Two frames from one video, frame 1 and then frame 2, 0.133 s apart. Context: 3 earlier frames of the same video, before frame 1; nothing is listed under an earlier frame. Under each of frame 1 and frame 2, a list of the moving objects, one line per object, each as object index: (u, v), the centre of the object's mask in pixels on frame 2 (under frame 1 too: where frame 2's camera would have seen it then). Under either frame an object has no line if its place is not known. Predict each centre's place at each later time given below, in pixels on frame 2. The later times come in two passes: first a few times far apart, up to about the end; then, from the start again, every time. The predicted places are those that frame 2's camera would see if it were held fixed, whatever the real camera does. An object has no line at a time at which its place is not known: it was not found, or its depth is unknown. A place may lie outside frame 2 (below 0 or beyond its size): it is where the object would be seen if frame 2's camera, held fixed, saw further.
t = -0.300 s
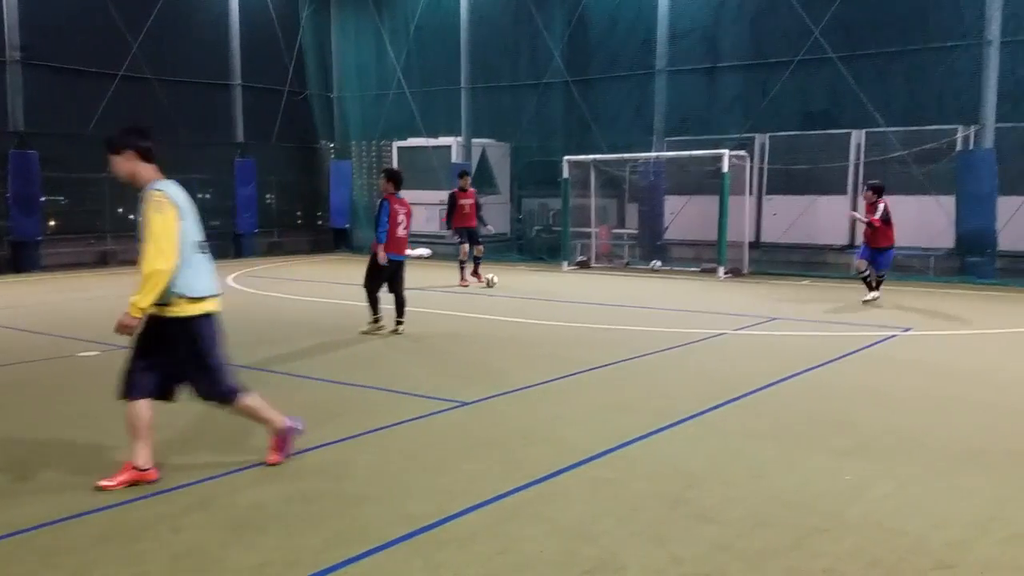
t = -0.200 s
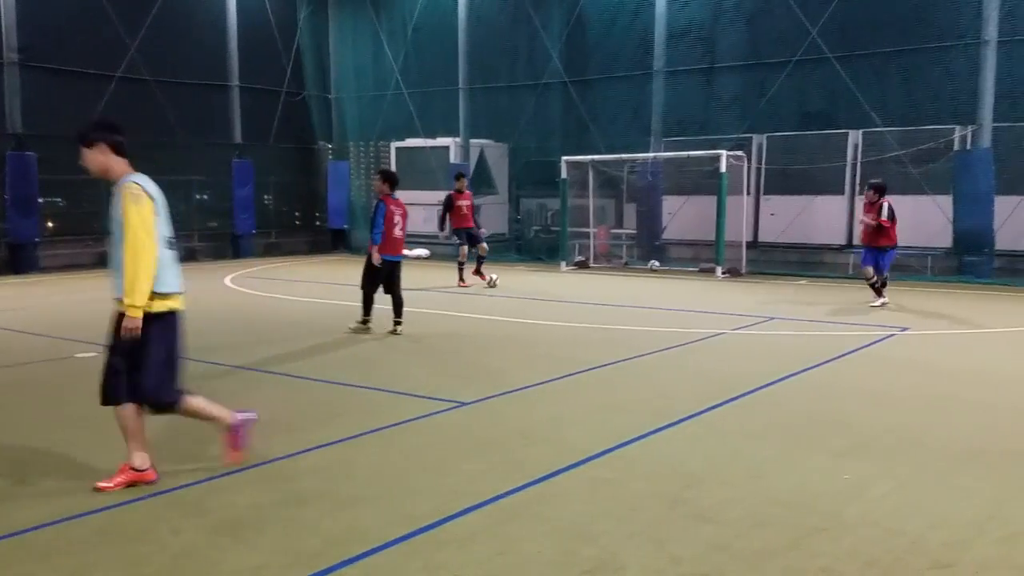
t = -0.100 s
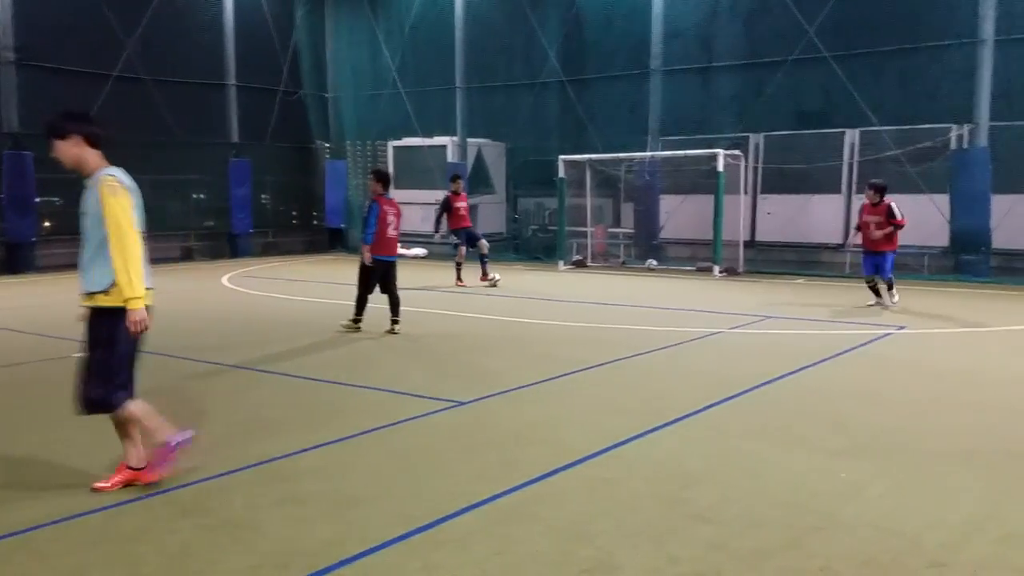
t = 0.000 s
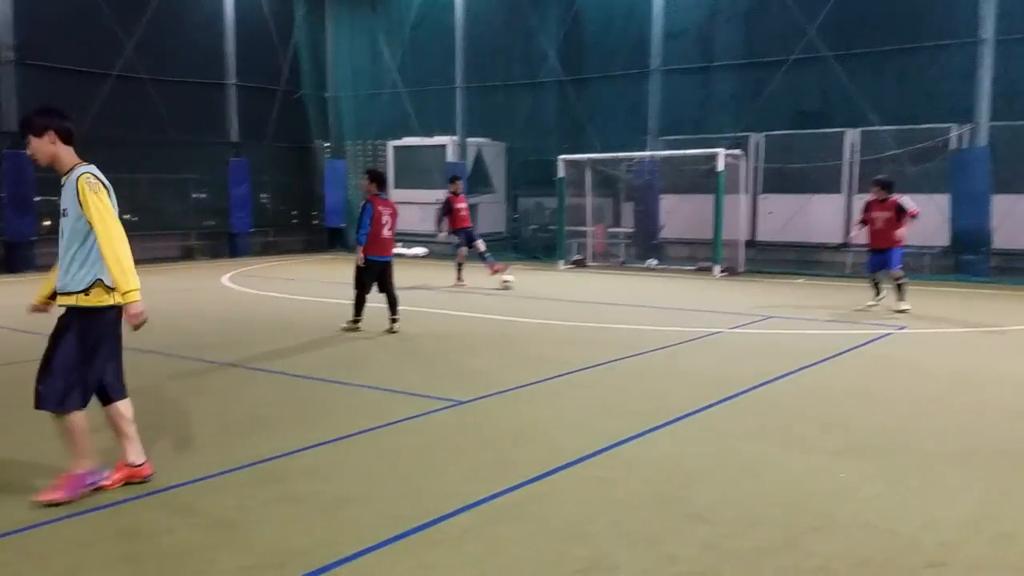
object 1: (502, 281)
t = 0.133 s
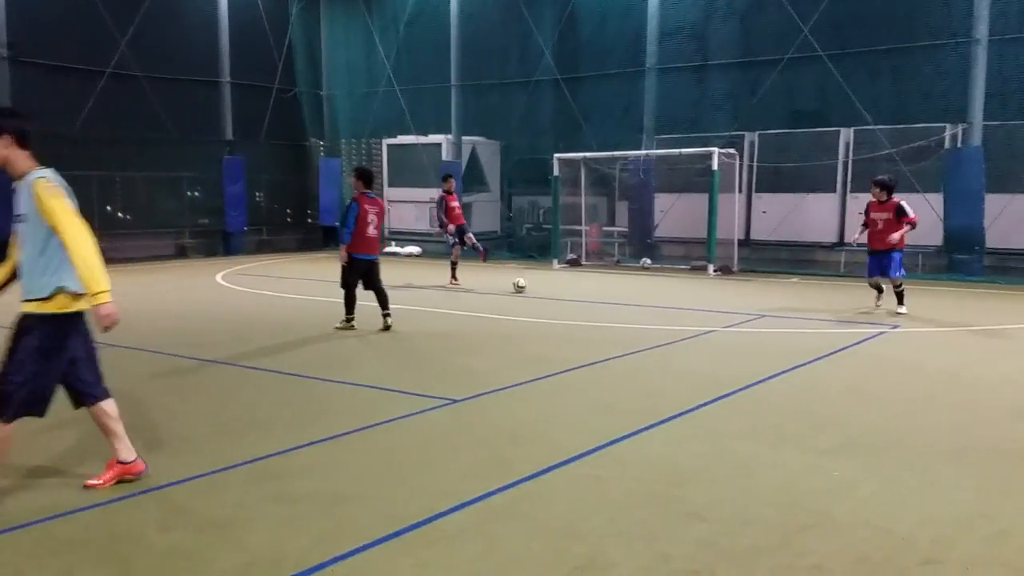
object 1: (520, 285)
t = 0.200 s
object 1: (530, 287)
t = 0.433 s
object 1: (564, 294)
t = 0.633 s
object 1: (592, 300)
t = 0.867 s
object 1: (621, 307)
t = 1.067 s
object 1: (646, 312)
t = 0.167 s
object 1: (525, 286)
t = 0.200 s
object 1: (530, 287)
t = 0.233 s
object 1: (534, 288)
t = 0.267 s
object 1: (539, 289)
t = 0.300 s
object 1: (544, 291)
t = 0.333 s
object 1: (549, 292)
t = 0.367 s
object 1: (554, 293)
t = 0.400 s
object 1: (559, 294)
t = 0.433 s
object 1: (564, 294)
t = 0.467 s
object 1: (569, 296)
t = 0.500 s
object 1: (574, 296)
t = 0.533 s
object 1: (579, 298)
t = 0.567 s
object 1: (583, 299)
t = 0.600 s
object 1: (588, 300)
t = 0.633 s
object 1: (592, 300)
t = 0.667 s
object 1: (596, 302)
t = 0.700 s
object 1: (601, 302)
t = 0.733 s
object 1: (604, 303)
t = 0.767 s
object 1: (609, 304)
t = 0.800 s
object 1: (612, 305)
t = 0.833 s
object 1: (617, 306)
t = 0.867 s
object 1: (621, 307)
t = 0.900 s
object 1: (626, 308)
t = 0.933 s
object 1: (629, 308)
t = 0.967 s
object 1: (634, 309)
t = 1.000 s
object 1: (638, 310)
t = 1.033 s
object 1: (642, 312)
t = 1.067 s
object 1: (646, 312)
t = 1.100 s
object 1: (651, 314)
